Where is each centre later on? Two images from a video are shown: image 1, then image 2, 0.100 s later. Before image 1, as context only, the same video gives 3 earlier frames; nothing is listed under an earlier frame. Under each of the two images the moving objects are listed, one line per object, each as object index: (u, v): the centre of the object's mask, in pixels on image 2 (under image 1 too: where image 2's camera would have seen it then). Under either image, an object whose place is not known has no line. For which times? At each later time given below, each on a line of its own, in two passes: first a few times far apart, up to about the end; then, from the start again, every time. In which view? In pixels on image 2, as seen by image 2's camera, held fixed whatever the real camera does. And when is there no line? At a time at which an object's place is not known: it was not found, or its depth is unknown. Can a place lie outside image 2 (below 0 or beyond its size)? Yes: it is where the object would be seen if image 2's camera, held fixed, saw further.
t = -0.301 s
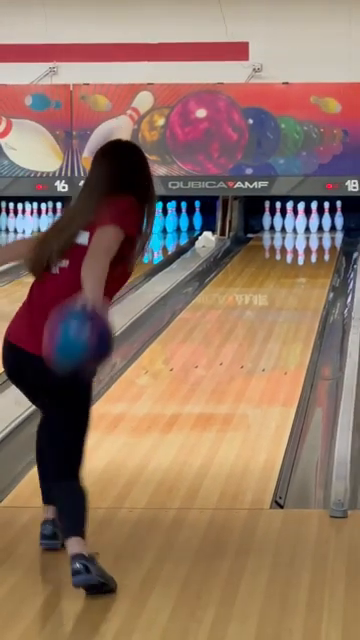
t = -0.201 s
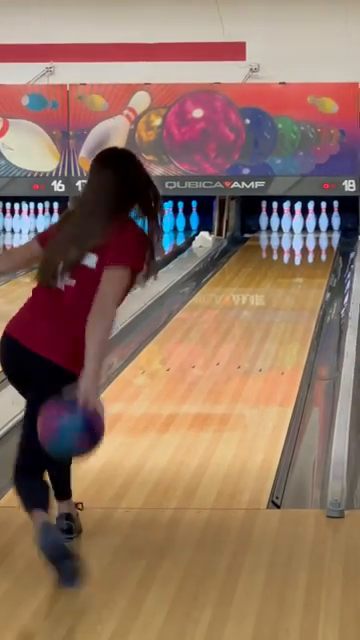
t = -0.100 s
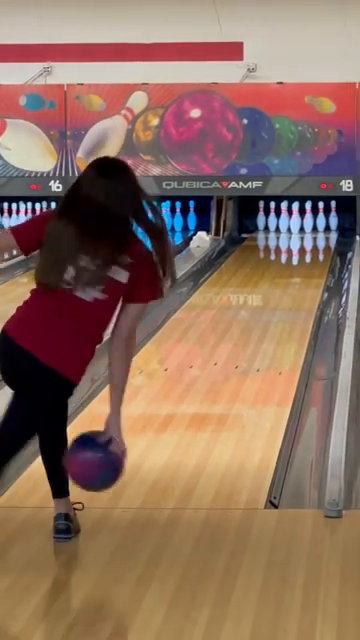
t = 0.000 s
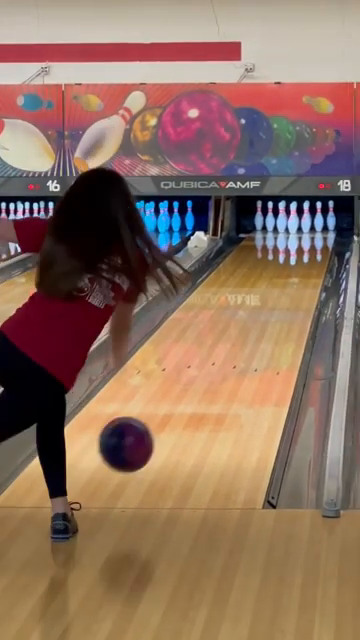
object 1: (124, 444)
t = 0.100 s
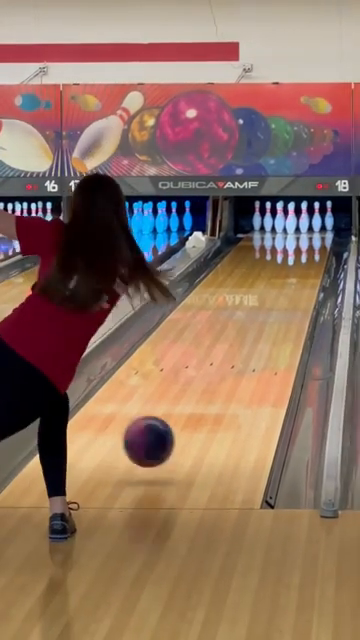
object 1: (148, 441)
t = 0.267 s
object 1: (182, 415)
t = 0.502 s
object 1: (216, 373)
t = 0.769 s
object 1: (245, 338)
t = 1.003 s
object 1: (264, 314)
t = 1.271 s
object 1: (281, 292)
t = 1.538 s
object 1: (293, 275)
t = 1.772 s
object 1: (301, 262)
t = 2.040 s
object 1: (306, 251)
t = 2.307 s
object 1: (308, 241)
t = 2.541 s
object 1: (306, 233)
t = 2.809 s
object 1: (298, 226)
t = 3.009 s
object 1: (297, 224)
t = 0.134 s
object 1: (156, 445)
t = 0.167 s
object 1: (163, 436)
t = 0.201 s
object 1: (169, 429)
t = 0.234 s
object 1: (176, 422)
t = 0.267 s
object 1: (182, 415)
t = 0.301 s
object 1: (187, 409)
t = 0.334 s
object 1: (192, 402)
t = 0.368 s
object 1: (198, 396)
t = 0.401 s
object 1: (203, 390)
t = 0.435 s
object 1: (207, 384)
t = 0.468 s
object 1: (212, 379)
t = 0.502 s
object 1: (216, 373)
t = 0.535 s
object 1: (220, 368)
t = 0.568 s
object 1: (224, 364)
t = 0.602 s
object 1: (228, 359)
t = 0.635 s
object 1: (232, 354)
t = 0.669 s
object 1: (236, 350)
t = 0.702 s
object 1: (239, 346)
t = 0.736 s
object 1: (242, 342)
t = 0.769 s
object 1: (245, 338)
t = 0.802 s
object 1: (248, 334)
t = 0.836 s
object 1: (251, 331)
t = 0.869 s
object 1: (254, 327)
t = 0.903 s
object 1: (257, 324)
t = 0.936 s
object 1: (259, 320)
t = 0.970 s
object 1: (262, 317)
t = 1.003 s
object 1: (264, 314)
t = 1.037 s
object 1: (267, 311)
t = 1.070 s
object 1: (269, 308)
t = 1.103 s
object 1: (271, 305)
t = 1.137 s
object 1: (273, 303)
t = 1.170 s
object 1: (276, 300)
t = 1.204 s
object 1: (277, 297)
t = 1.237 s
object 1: (279, 294)
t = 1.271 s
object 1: (281, 292)
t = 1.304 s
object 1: (283, 289)
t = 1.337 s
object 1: (284, 287)
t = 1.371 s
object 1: (286, 285)
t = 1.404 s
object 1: (287, 283)
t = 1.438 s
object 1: (289, 281)
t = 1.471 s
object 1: (291, 279)
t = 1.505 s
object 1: (292, 277)
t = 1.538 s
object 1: (293, 275)
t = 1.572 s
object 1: (294, 273)
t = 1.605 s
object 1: (295, 271)
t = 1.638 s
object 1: (296, 269)
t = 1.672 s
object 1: (298, 268)
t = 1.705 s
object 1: (299, 266)
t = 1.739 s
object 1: (300, 263)
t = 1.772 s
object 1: (301, 262)
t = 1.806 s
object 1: (302, 261)
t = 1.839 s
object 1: (303, 259)
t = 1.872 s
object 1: (303, 258)
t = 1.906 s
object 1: (304, 256)
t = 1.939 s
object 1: (304, 255)
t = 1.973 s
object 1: (305, 253)
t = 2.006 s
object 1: (306, 252)
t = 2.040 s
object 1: (306, 251)
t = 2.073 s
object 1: (307, 249)
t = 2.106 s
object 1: (308, 248)
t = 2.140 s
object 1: (308, 247)
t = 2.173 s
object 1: (308, 245)
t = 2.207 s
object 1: (308, 244)
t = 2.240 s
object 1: (309, 243)
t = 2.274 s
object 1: (308, 241)
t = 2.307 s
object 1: (308, 241)
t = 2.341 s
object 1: (308, 240)
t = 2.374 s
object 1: (307, 238)
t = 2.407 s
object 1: (307, 237)
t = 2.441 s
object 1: (307, 236)
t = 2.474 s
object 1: (307, 234)
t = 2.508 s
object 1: (306, 234)
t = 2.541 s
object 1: (306, 233)
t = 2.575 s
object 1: (305, 232)
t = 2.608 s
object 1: (305, 231)
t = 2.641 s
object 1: (304, 230)
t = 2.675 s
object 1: (303, 230)
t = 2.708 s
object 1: (302, 229)
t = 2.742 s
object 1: (300, 228)
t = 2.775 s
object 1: (299, 226)
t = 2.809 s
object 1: (298, 226)
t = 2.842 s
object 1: (297, 226)
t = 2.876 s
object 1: (298, 225)
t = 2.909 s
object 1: (298, 225)
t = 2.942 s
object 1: (298, 225)
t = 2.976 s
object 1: (297, 224)
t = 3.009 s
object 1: (297, 224)
